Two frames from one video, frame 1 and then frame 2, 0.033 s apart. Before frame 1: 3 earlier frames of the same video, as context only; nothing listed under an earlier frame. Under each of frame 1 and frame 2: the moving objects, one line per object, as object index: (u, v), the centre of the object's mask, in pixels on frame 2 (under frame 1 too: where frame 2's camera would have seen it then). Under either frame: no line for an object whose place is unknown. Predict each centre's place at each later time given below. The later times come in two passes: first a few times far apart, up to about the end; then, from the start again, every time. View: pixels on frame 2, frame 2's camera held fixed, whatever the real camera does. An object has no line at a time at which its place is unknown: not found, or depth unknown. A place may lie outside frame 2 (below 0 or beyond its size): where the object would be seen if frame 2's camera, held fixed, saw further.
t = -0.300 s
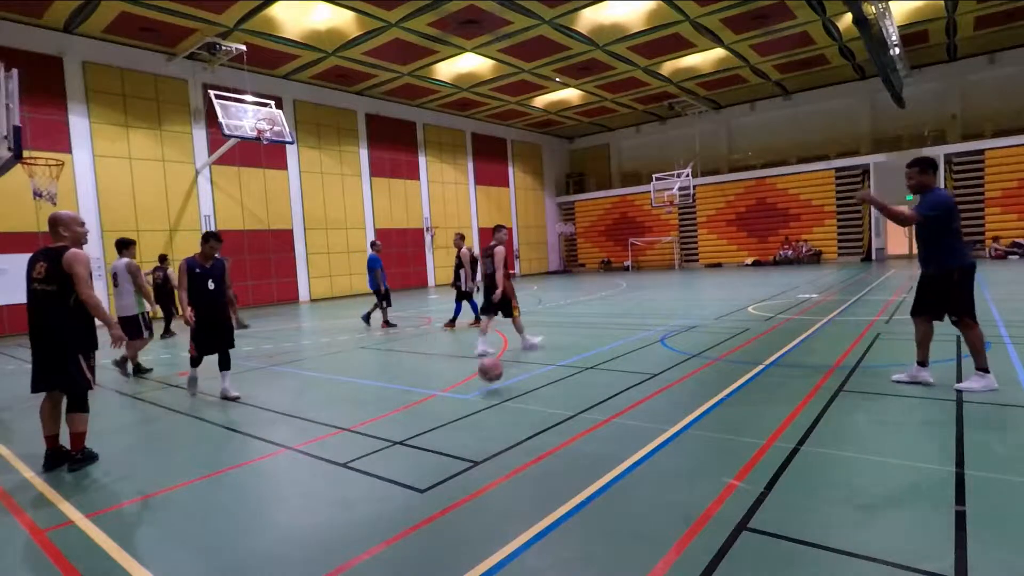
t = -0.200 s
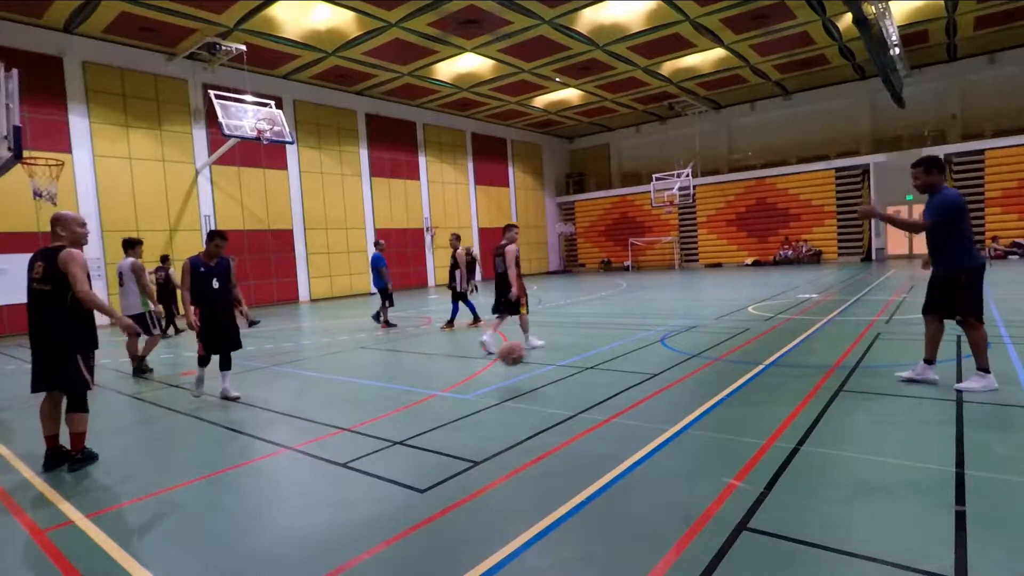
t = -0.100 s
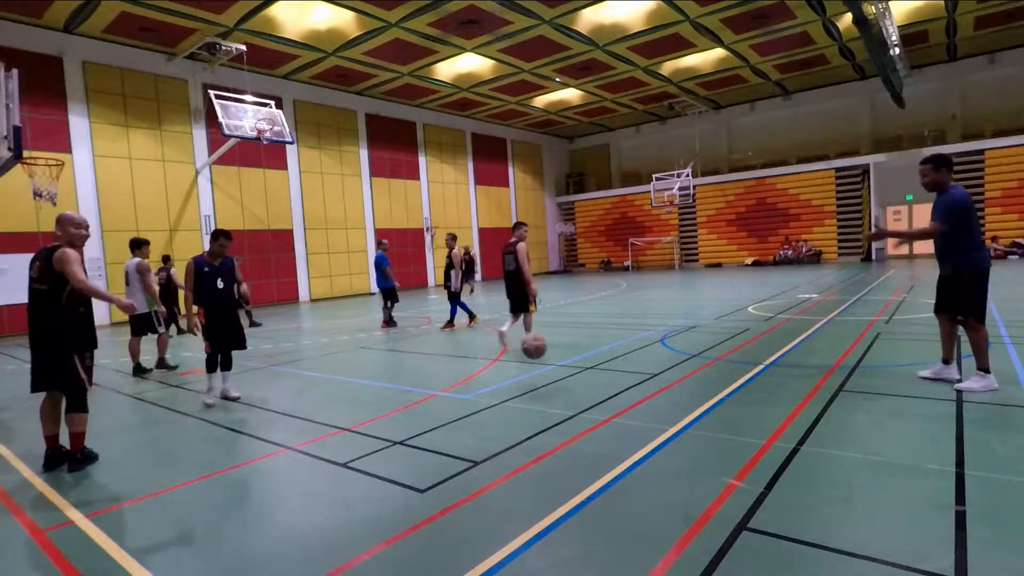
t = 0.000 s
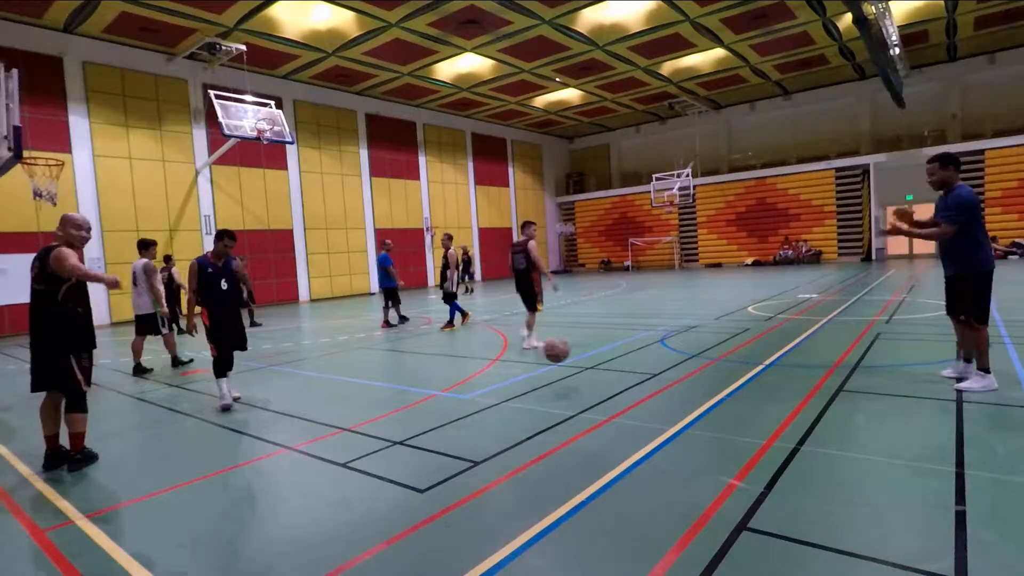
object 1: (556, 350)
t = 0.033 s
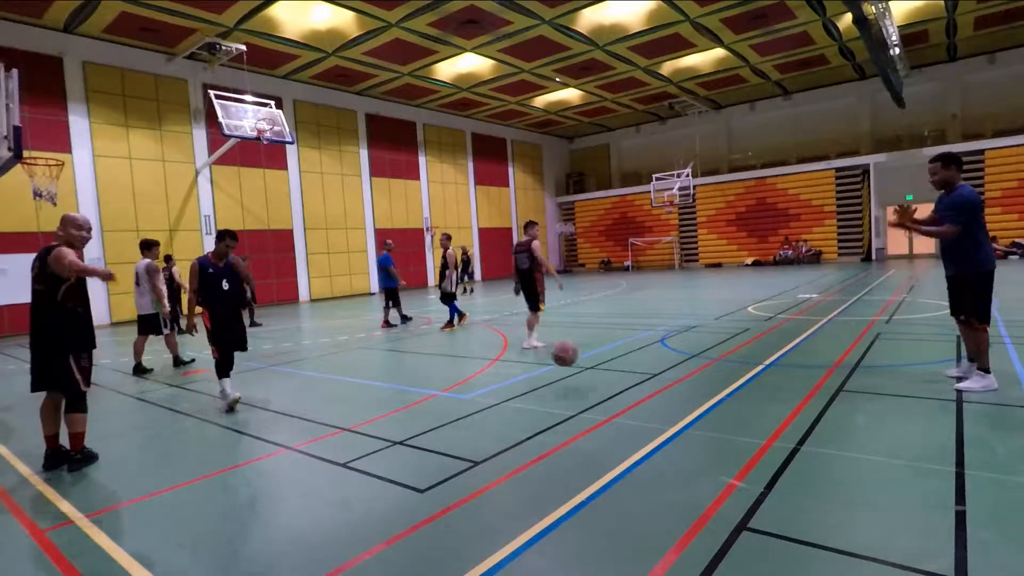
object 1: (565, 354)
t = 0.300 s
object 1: (626, 354)
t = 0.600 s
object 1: (695, 367)
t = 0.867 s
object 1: (755, 358)
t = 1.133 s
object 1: (815, 354)
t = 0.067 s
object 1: (572, 359)
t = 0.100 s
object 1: (580, 365)
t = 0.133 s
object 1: (589, 372)
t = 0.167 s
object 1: (596, 372)
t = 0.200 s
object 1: (603, 366)
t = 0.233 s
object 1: (612, 361)
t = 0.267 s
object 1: (619, 356)
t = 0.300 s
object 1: (626, 354)
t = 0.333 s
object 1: (633, 352)
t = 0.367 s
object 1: (640, 351)
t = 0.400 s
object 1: (648, 352)
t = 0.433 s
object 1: (656, 353)
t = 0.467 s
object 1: (664, 356)
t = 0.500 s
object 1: (671, 360)
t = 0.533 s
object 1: (680, 366)
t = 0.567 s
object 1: (687, 371)
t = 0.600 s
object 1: (695, 367)
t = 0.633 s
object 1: (703, 361)
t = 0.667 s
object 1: (709, 357)
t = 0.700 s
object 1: (717, 354)
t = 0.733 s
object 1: (724, 353)
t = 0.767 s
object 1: (731, 352)
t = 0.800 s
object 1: (738, 353)
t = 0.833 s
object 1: (747, 355)
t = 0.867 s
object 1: (755, 358)
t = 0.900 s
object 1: (763, 363)
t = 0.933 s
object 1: (771, 367)
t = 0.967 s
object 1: (778, 361)
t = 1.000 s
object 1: (785, 357)
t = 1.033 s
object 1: (793, 354)
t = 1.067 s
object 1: (800, 353)
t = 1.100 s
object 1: (807, 354)
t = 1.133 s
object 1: (815, 354)
